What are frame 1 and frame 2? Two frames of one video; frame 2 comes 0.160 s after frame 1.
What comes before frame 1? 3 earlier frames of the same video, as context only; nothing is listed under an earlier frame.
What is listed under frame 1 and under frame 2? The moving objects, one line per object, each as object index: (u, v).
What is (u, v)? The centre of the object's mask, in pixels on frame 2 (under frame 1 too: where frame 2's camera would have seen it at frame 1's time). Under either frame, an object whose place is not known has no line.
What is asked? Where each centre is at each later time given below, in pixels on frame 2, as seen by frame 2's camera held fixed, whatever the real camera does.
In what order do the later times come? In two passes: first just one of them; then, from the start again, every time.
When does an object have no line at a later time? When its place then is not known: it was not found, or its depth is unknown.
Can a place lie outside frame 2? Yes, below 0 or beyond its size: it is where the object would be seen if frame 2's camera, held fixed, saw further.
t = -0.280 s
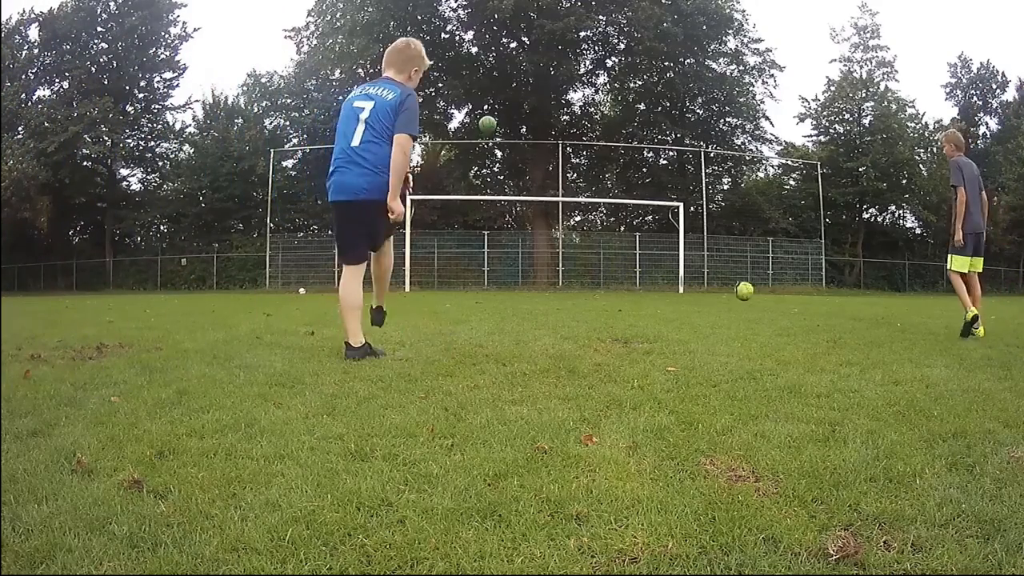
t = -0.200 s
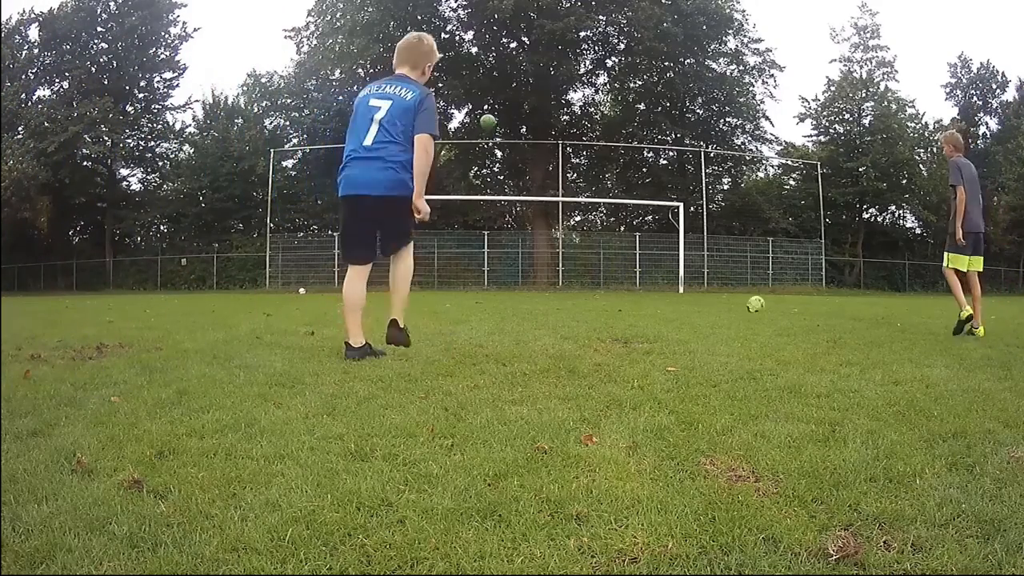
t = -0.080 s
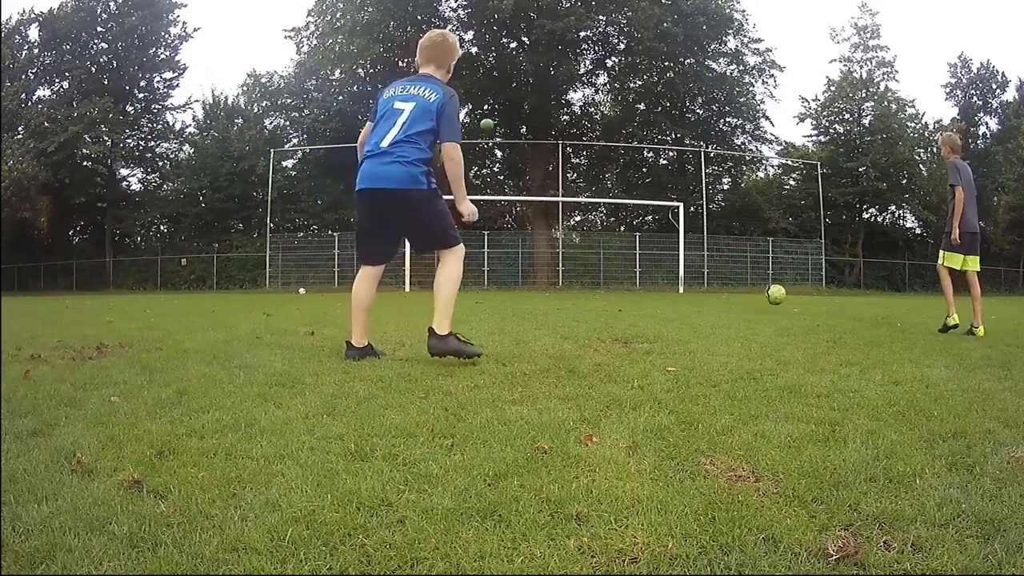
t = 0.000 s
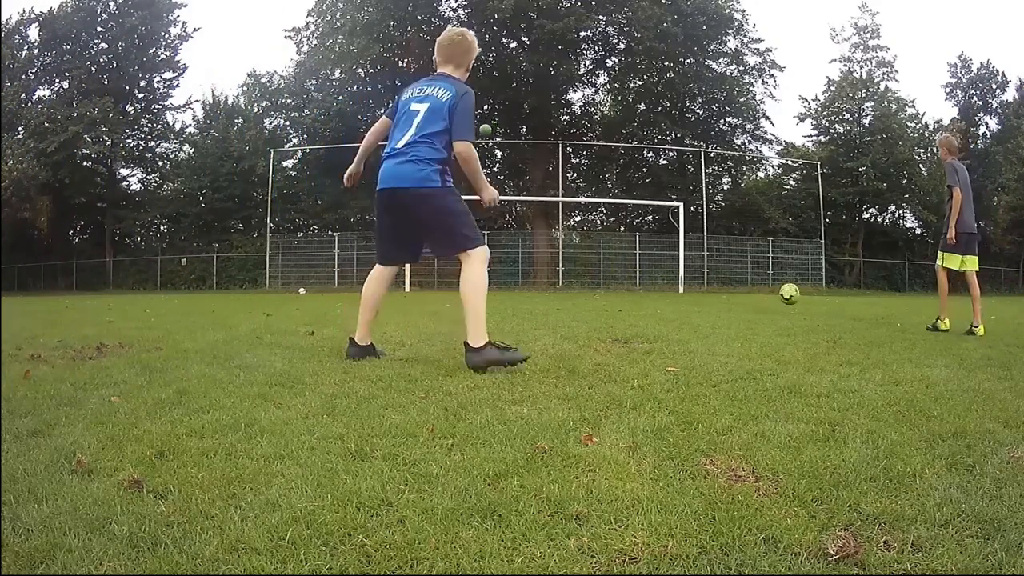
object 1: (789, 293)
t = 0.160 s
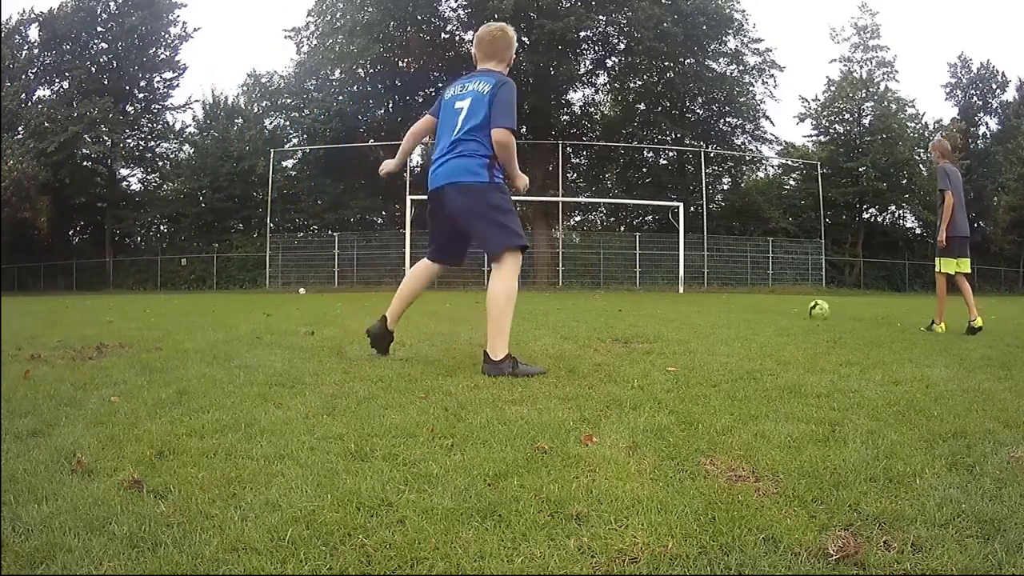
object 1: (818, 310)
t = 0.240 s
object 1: (835, 305)
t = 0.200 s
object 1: (827, 308)
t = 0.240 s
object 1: (835, 305)
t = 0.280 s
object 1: (842, 304)
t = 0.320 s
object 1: (851, 304)
